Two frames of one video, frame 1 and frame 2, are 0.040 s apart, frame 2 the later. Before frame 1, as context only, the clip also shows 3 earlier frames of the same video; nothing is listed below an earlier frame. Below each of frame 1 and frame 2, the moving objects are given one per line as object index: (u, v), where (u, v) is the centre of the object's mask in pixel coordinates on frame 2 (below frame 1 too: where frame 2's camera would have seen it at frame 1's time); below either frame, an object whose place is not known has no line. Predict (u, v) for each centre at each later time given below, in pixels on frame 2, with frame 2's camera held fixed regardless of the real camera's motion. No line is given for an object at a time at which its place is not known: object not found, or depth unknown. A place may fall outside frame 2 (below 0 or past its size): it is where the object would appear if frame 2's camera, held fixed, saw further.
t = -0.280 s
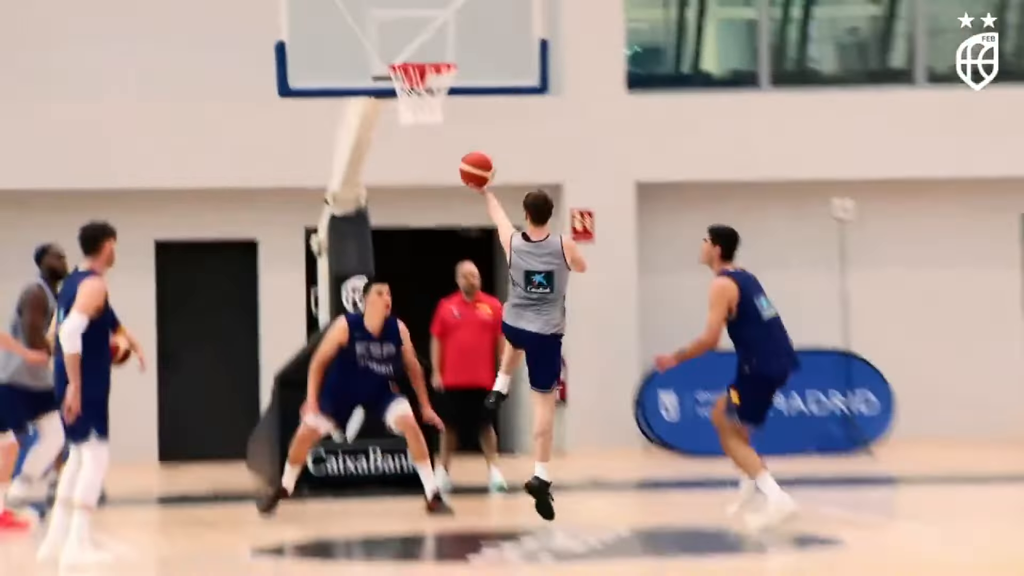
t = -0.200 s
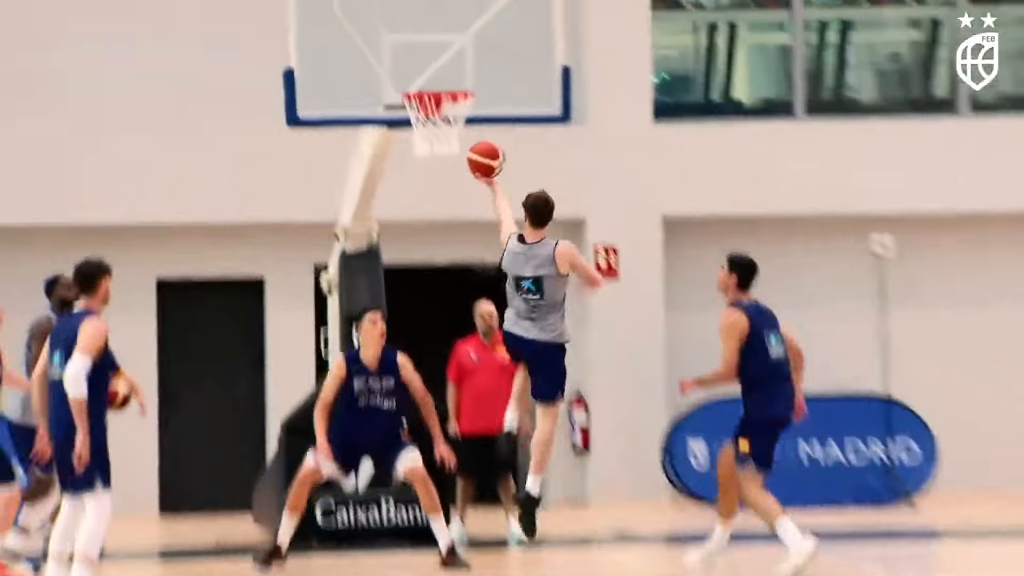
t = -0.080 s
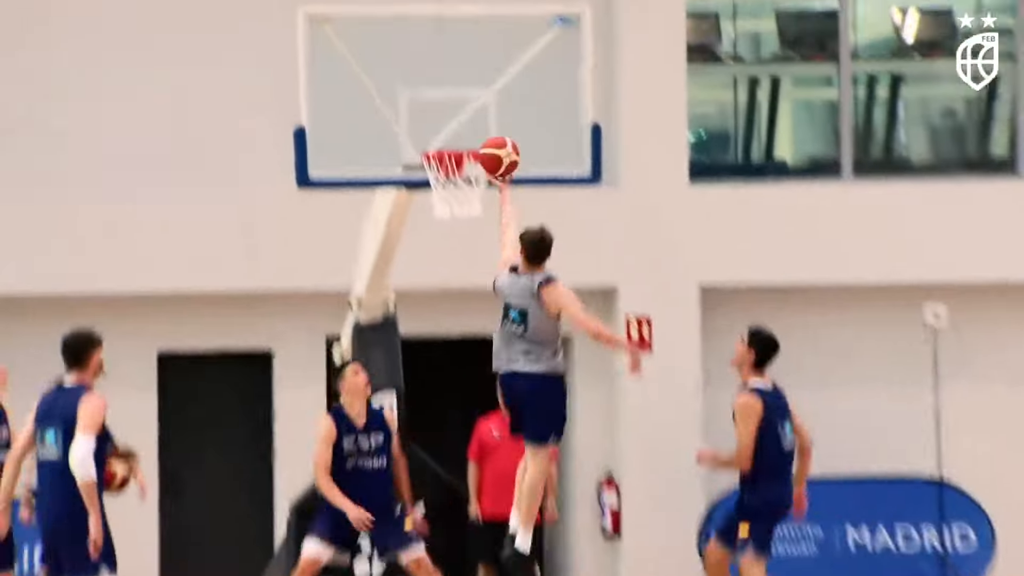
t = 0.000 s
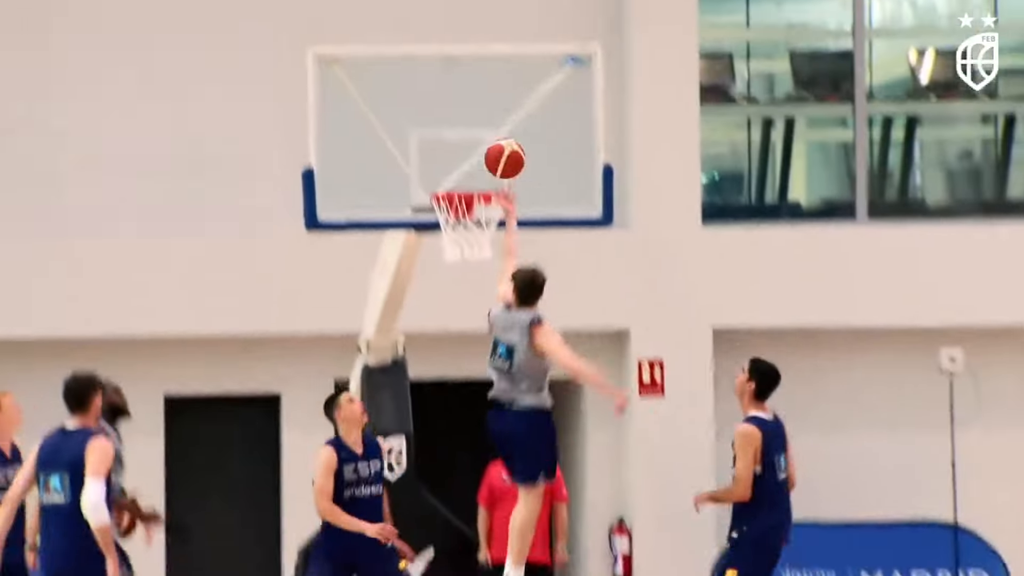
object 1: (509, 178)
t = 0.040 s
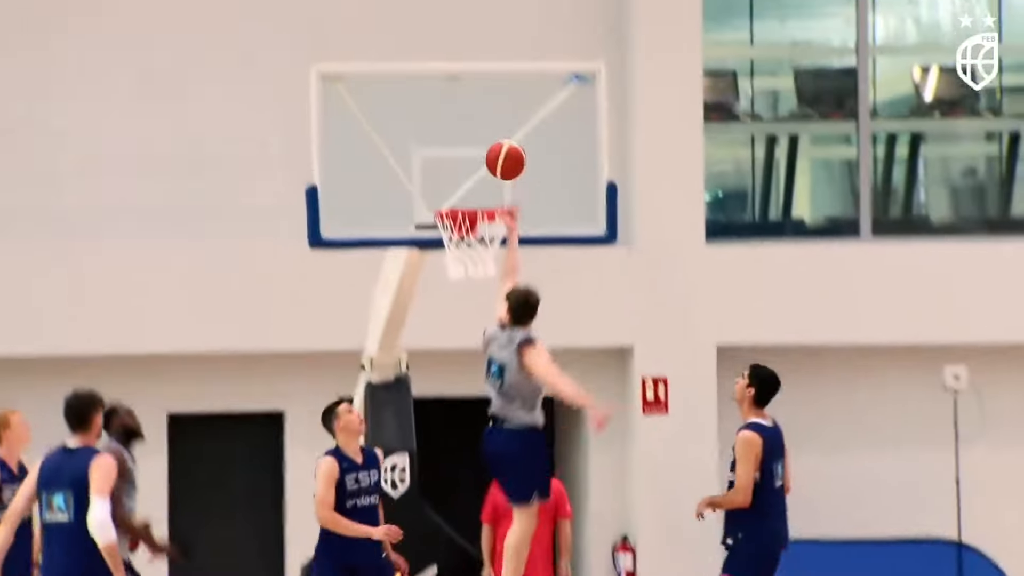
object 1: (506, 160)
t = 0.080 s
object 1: (503, 145)
